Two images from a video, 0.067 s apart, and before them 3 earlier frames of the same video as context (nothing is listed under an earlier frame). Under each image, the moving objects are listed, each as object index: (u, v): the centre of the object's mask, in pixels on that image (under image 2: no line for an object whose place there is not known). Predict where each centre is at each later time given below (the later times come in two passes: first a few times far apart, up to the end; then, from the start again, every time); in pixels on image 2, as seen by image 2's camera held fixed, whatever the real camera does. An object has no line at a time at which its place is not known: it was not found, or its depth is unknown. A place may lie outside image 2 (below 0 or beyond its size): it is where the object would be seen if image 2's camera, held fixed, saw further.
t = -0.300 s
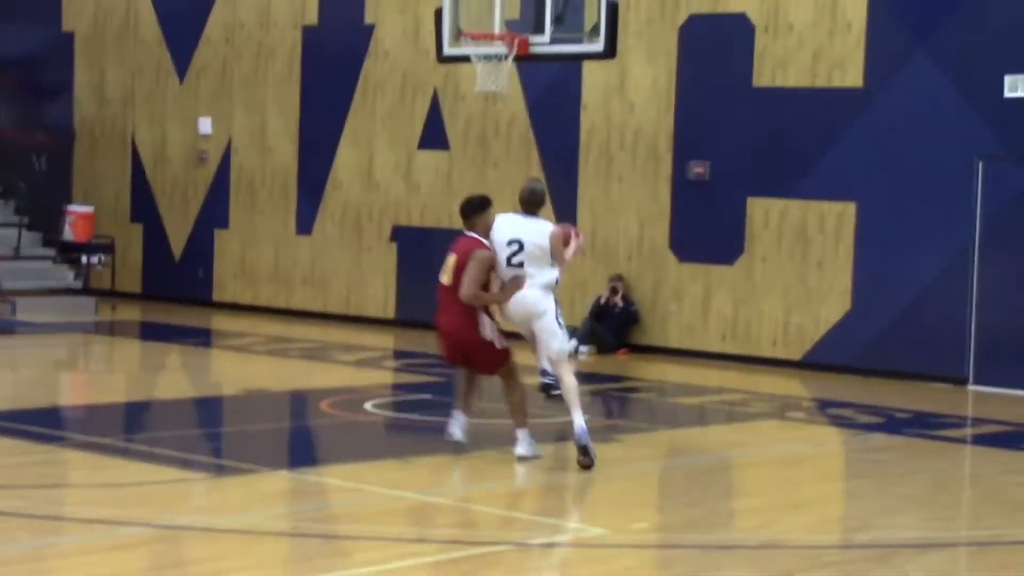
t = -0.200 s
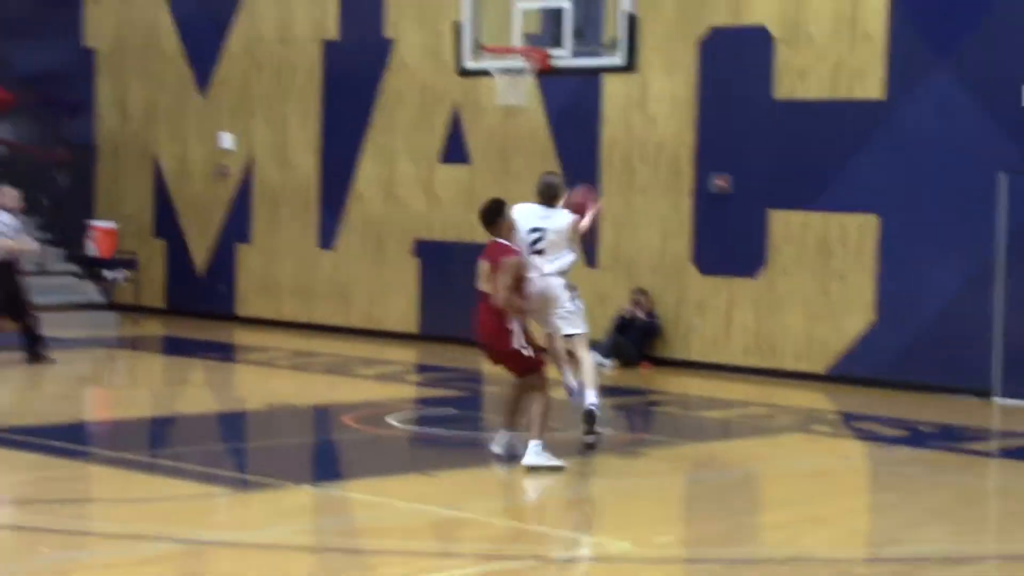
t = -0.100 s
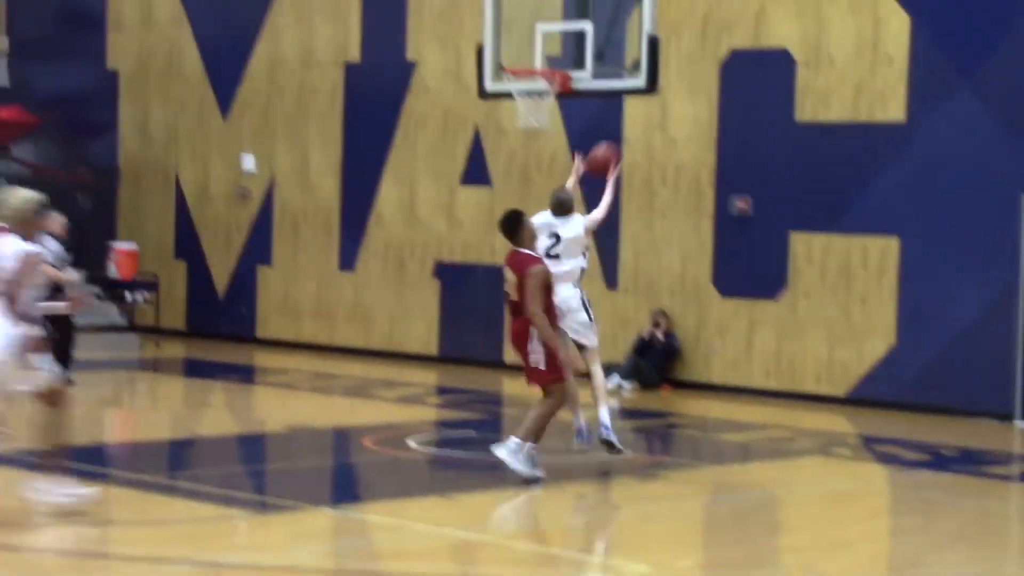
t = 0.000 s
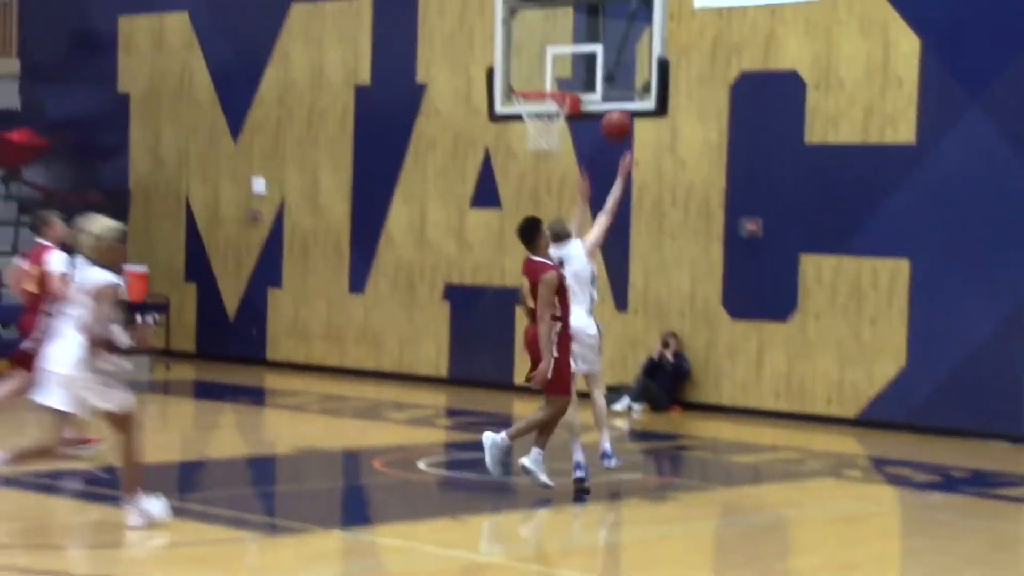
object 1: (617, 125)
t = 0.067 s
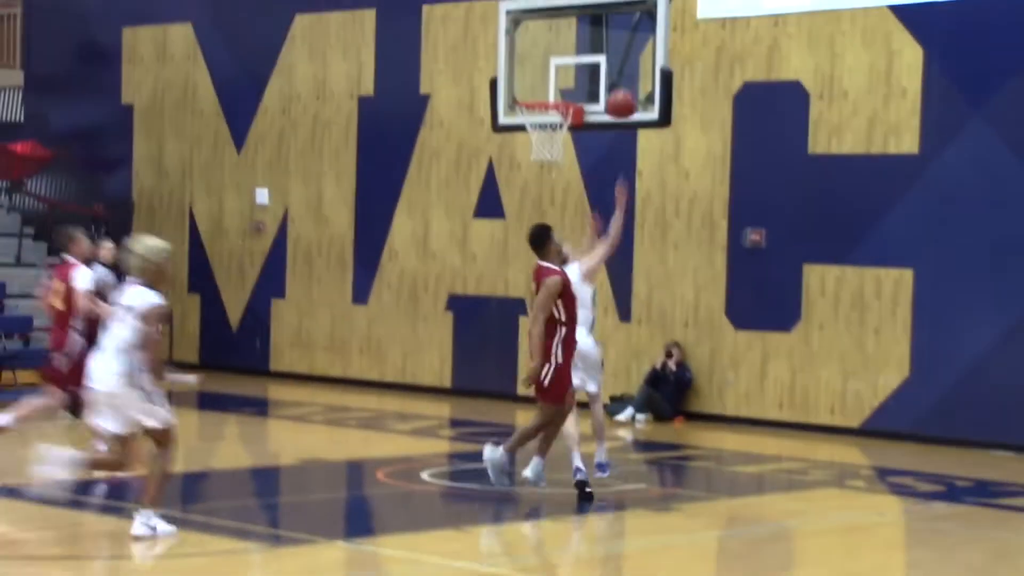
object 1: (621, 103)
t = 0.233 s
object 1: (598, 60)
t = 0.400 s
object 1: (535, 57)
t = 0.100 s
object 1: (621, 92)
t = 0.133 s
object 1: (622, 81)
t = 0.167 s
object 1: (621, 73)
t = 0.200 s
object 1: (610, 67)
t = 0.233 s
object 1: (598, 60)
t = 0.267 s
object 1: (585, 57)
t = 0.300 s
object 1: (574, 54)
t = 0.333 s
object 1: (561, 54)
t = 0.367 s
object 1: (547, 54)
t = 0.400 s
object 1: (535, 57)
